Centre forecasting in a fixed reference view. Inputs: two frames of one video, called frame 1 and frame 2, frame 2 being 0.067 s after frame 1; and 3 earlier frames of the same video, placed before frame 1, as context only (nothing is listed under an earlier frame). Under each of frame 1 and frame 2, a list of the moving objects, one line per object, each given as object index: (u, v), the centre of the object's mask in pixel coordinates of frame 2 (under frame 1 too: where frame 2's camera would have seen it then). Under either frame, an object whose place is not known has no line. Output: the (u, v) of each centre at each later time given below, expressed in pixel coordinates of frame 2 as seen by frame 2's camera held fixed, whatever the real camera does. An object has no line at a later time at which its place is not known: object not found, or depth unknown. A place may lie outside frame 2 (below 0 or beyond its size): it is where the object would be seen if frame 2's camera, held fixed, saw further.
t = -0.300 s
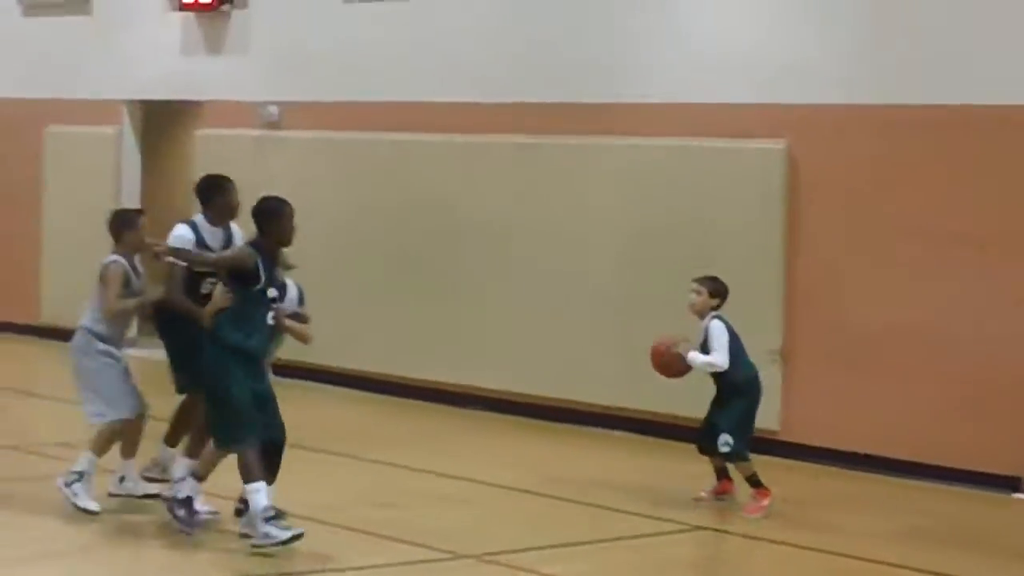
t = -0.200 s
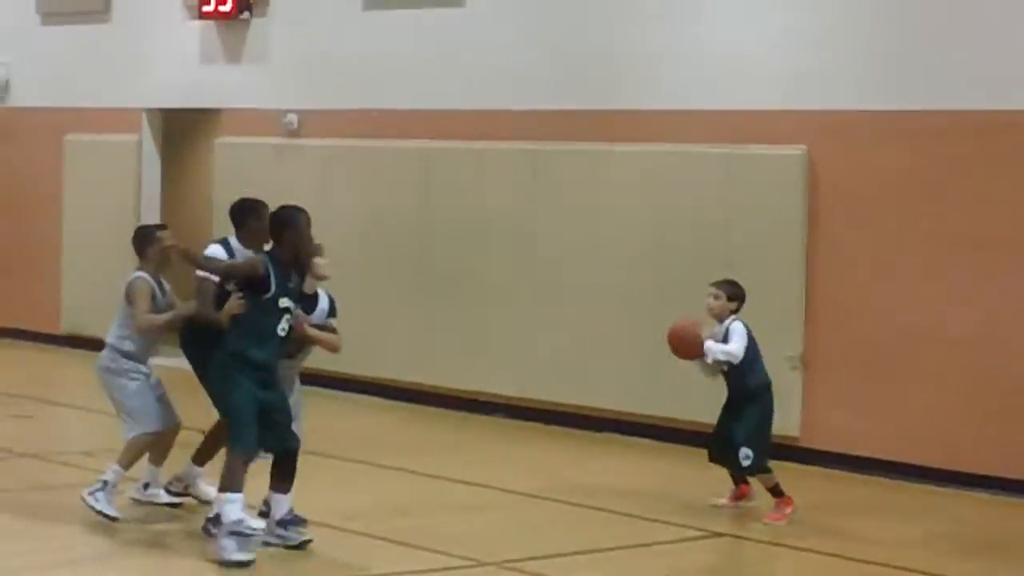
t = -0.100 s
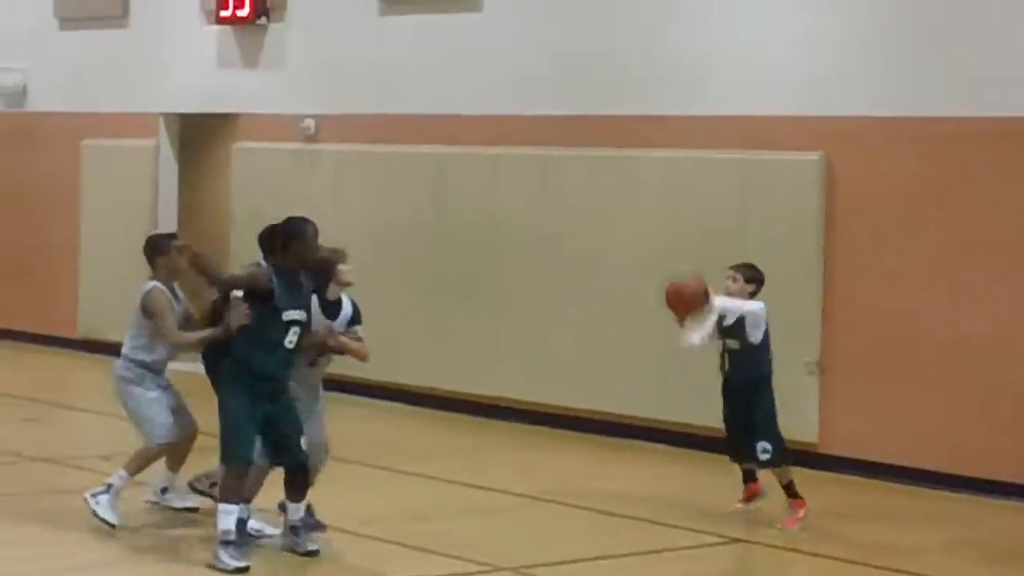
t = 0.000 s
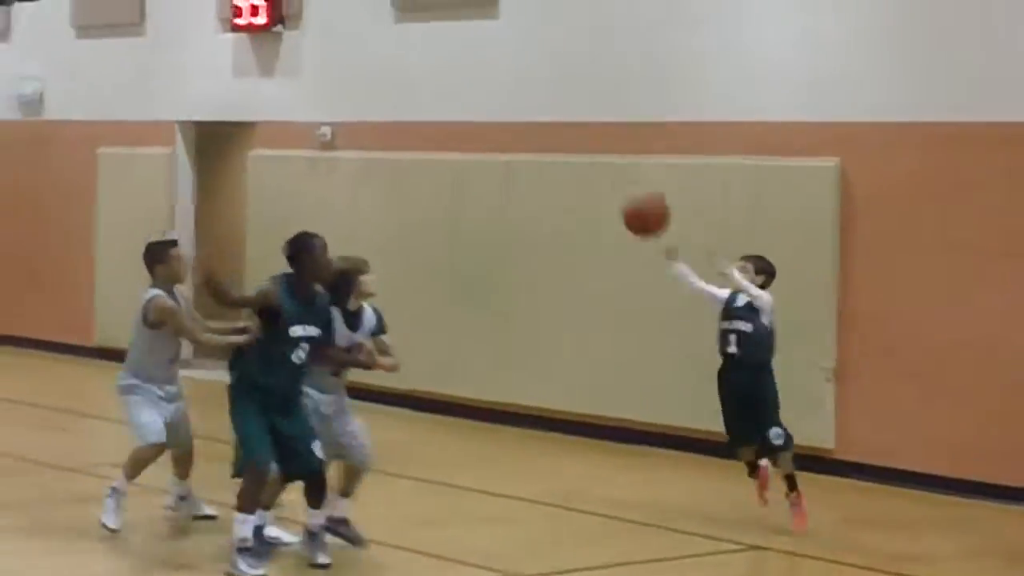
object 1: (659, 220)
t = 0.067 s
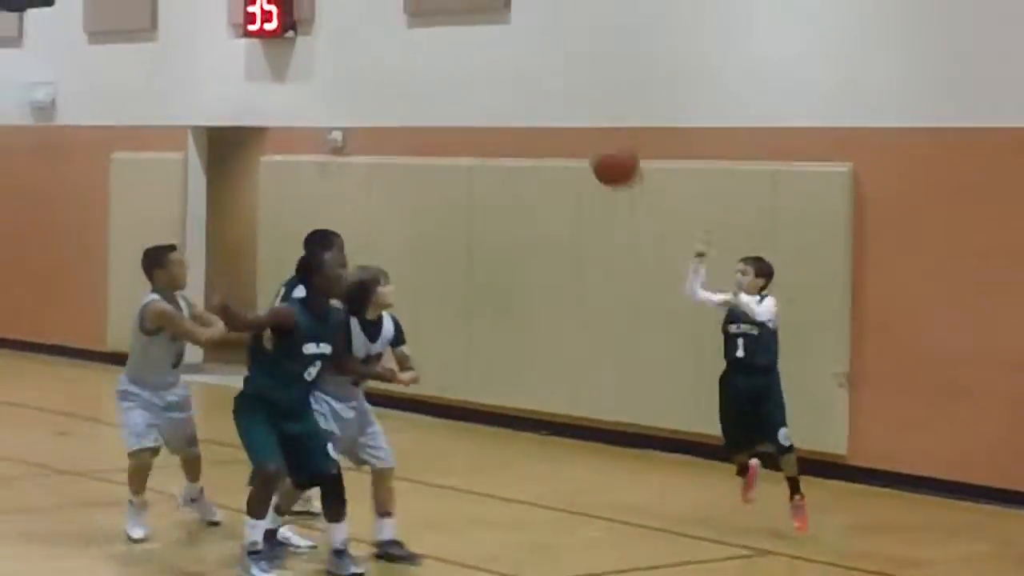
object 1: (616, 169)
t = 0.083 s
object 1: (604, 152)
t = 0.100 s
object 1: (594, 140)
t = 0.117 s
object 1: (583, 128)
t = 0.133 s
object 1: (572, 116)
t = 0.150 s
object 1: (561, 105)
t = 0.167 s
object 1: (549, 95)
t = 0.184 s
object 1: (538, 85)
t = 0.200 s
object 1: (526, 76)
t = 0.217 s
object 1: (514, 66)
